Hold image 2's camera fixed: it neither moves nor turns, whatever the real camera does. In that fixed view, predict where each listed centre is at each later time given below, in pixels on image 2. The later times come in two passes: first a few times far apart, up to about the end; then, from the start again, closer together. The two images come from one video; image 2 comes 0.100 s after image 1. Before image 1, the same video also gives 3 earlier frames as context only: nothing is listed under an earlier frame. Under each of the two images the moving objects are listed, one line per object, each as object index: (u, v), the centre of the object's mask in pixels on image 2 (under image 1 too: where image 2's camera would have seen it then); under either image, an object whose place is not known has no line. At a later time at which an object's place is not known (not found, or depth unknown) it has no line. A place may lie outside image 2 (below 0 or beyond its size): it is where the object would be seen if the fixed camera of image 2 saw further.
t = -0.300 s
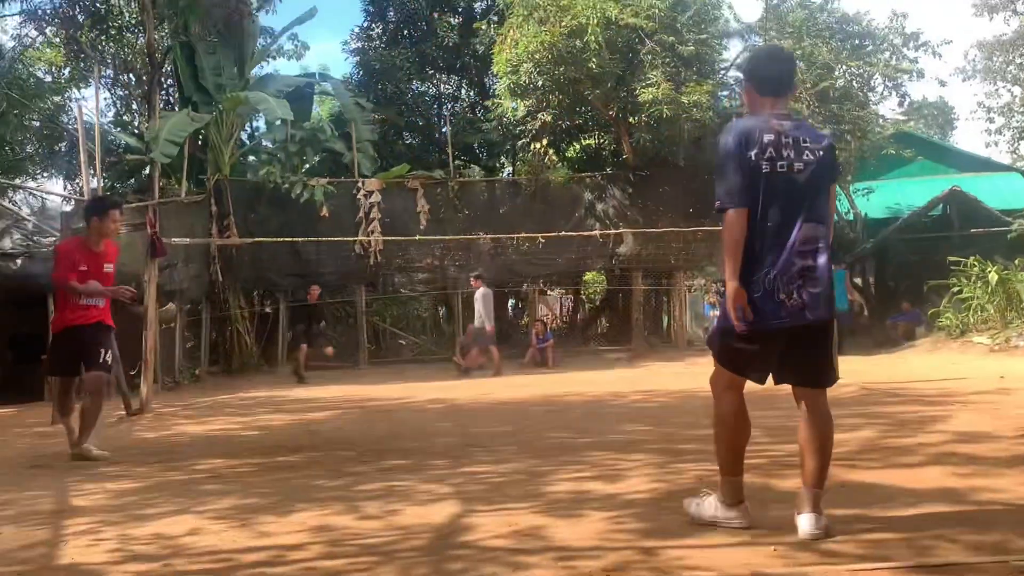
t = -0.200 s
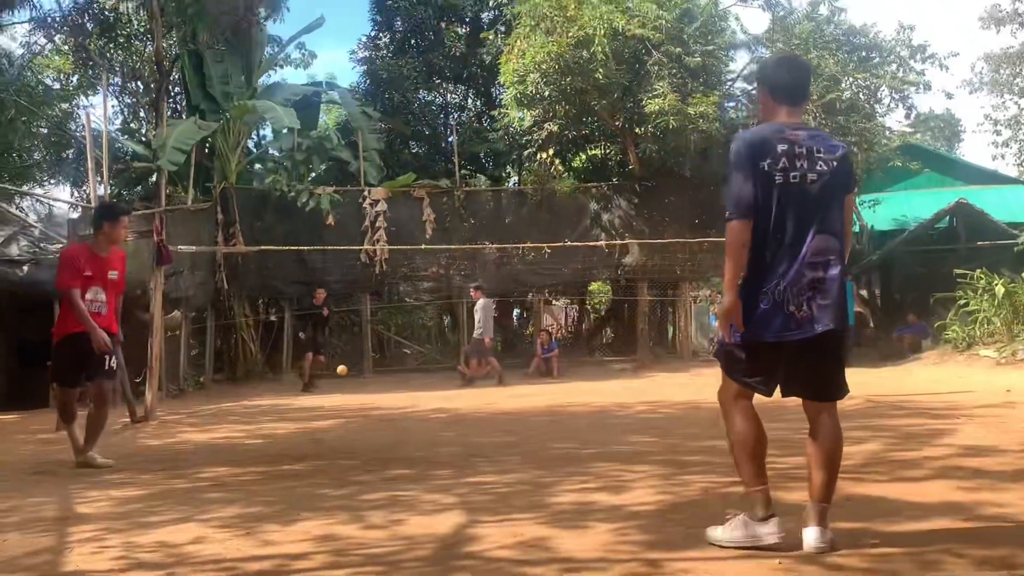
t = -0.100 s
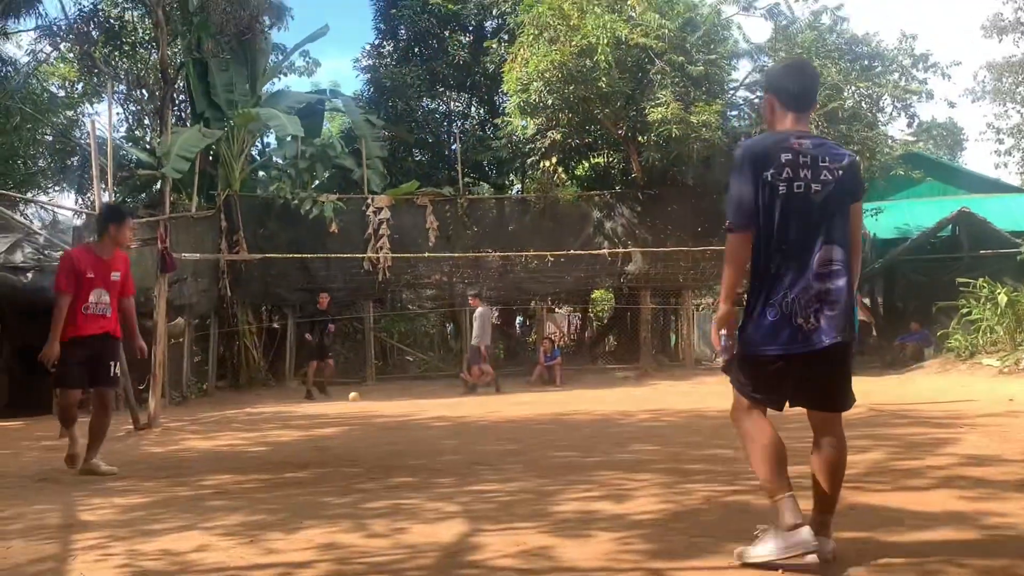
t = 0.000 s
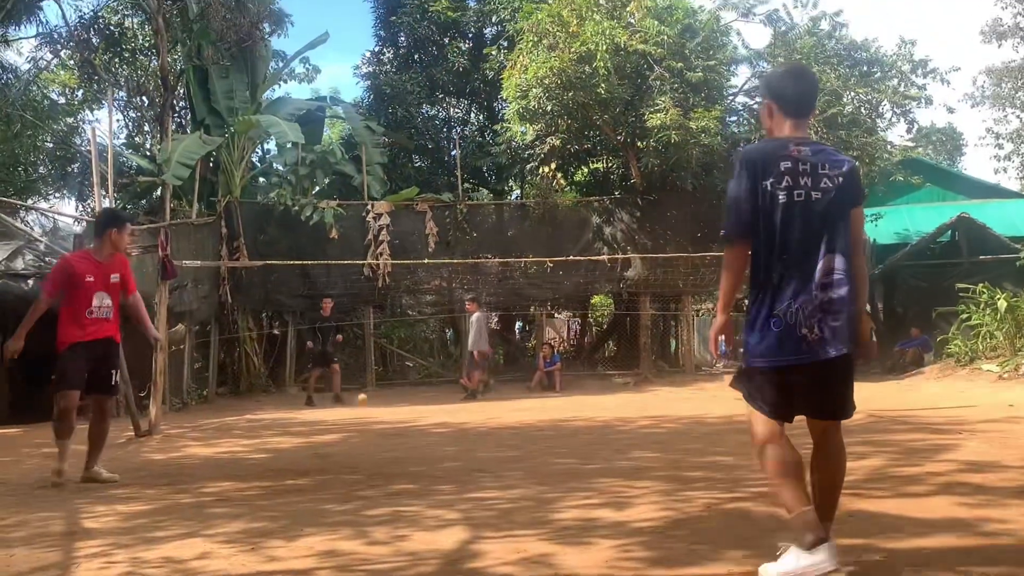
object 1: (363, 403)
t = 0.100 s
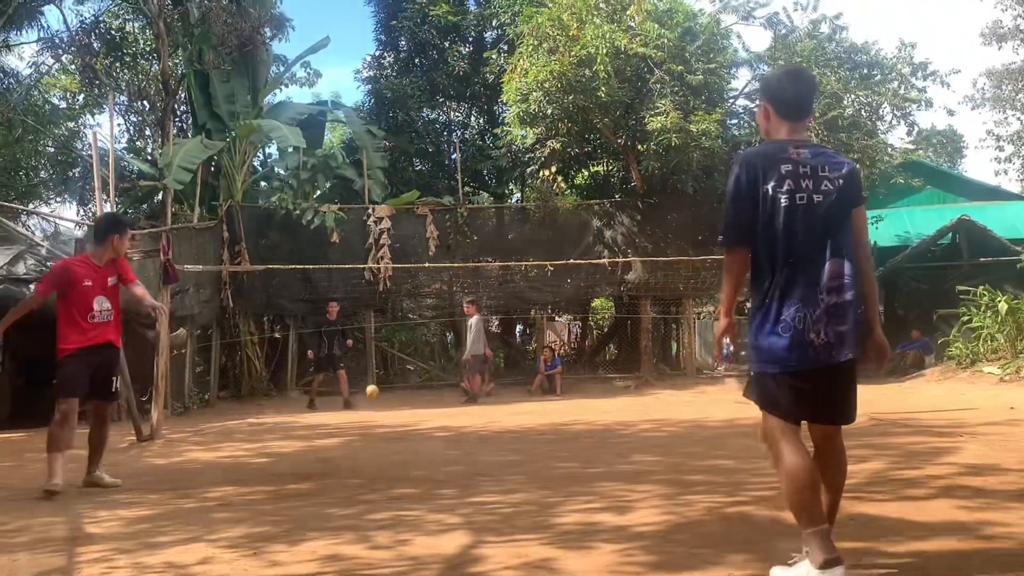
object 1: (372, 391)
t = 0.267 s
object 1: (389, 391)
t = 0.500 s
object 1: (415, 419)
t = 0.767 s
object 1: (445, 392)
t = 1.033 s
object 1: (486, 464)
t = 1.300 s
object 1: (548, 449)
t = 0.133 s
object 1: (375, 389)
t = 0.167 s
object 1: (379, 387)
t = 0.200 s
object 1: (382, 387)
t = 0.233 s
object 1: (385, 389)
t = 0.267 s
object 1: (389, 391)
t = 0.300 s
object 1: (394, 394)
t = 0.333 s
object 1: (397, 400)
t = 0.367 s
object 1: (400, 404)
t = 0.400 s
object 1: (404, 412)
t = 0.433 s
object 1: (408, 421)
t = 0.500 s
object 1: (415, 419)
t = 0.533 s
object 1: (418, 412)
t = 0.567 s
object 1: (422, 405)
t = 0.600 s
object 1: (426, 399)
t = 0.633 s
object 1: (428, 395)
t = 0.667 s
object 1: (432, 392)
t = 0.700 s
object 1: (436, 391)
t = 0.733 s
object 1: (440, 390)
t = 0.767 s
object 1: (445, 392)
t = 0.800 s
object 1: (449, 396)
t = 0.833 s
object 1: (452, 400)
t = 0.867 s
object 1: (457, 407)
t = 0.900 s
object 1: (463, 416)
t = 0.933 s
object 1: (468, 427)
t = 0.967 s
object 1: (473, 443)
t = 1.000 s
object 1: (479, 457)
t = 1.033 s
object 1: (486, 464)
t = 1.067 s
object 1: (492, 455)
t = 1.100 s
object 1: (499, 449)
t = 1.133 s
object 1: (507, 444)
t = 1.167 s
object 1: (513, 442)
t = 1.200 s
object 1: (521, 440)
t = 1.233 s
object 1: (529, 440)
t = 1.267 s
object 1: (538, 444)
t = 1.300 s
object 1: (548, 449)
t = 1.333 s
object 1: (559, 459)
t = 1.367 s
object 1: (569, 470)
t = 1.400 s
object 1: (583, 487)
